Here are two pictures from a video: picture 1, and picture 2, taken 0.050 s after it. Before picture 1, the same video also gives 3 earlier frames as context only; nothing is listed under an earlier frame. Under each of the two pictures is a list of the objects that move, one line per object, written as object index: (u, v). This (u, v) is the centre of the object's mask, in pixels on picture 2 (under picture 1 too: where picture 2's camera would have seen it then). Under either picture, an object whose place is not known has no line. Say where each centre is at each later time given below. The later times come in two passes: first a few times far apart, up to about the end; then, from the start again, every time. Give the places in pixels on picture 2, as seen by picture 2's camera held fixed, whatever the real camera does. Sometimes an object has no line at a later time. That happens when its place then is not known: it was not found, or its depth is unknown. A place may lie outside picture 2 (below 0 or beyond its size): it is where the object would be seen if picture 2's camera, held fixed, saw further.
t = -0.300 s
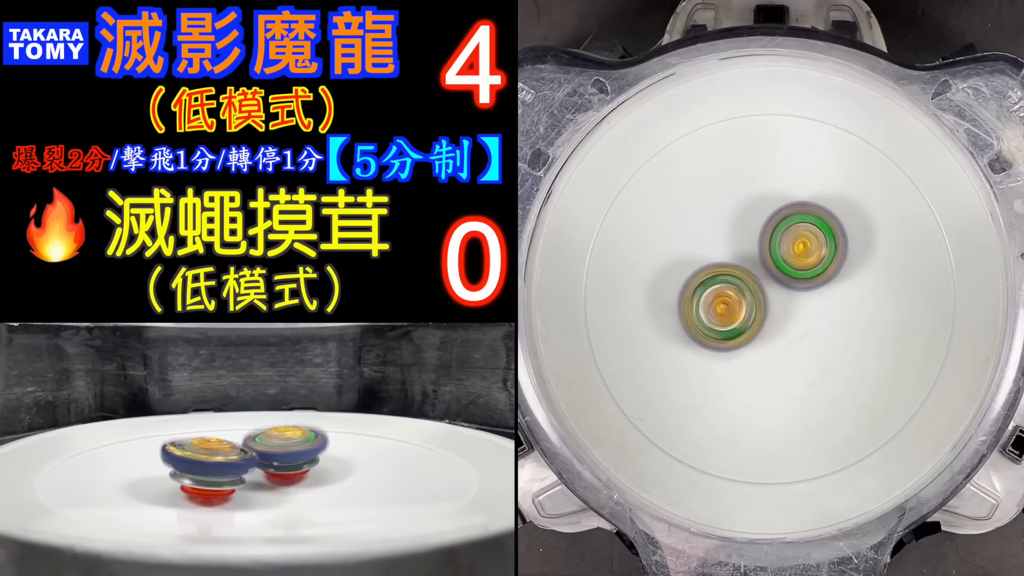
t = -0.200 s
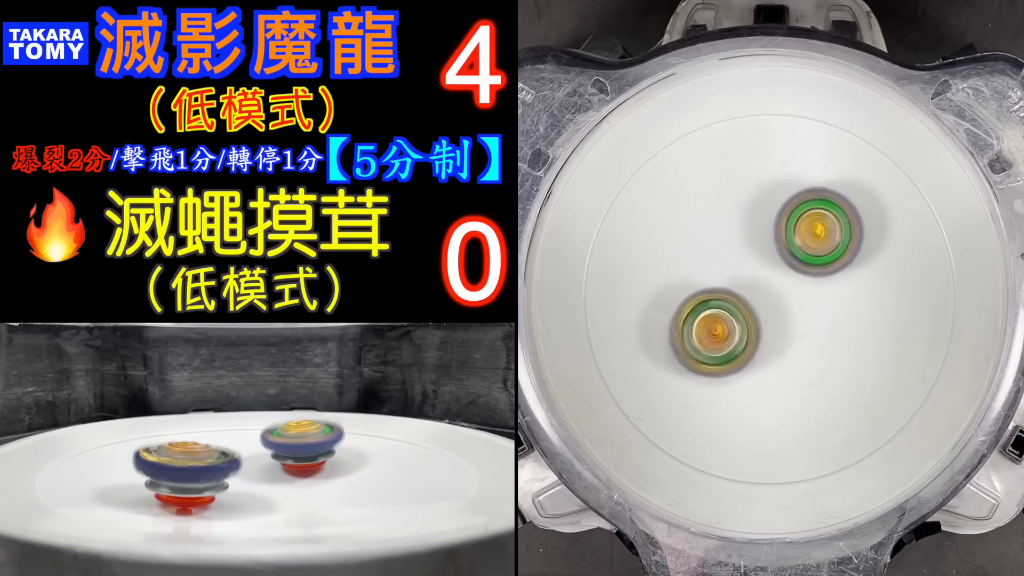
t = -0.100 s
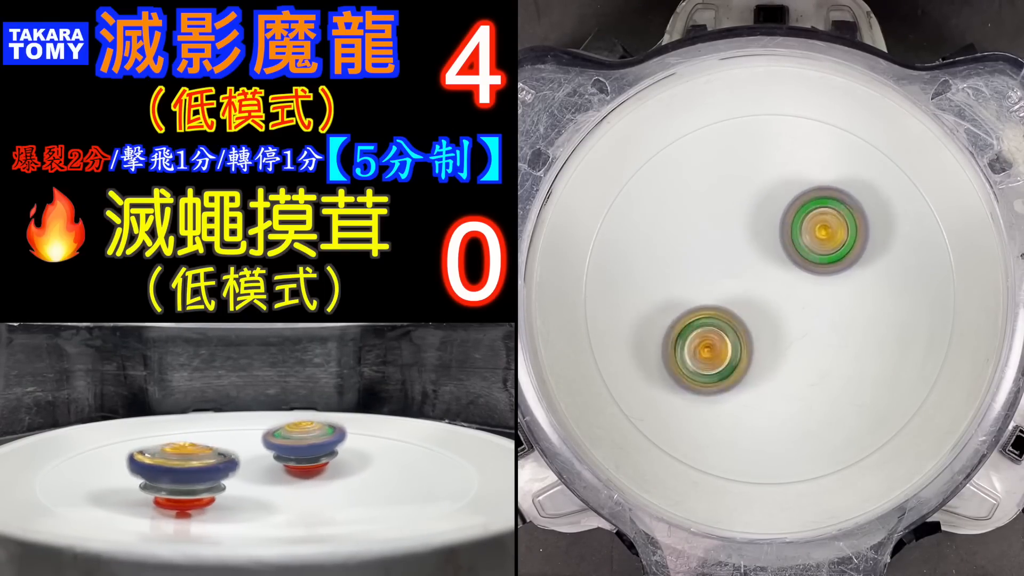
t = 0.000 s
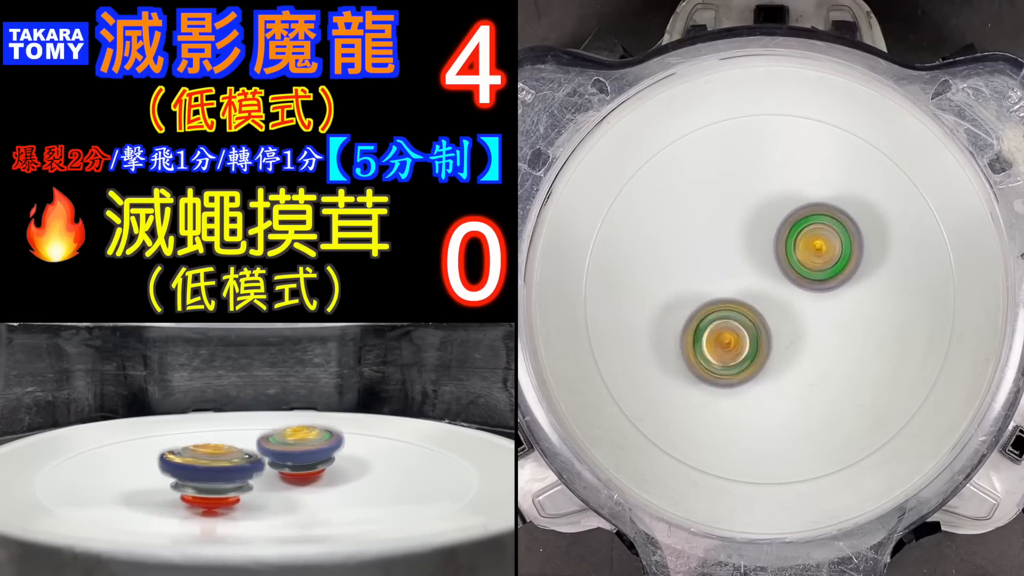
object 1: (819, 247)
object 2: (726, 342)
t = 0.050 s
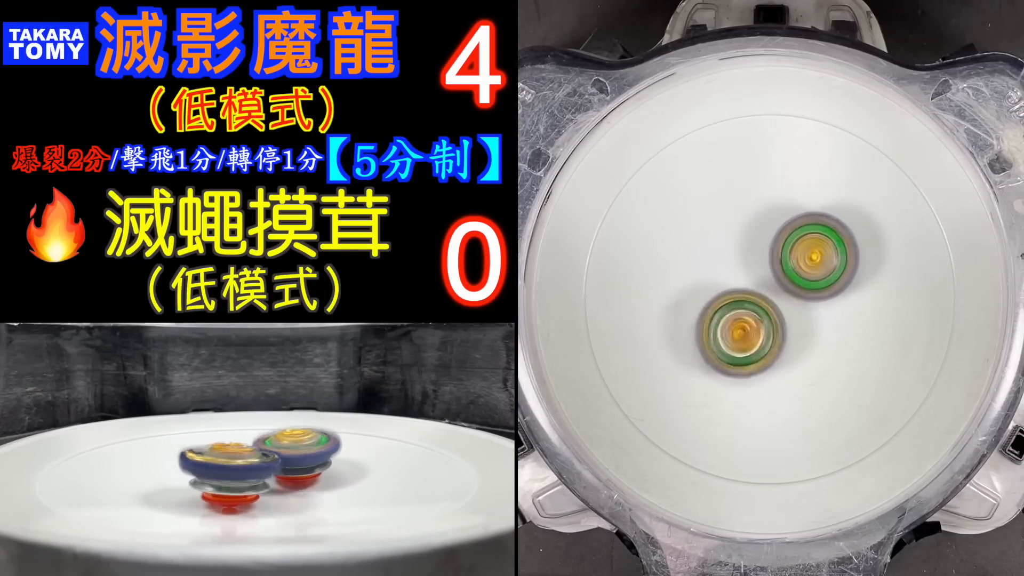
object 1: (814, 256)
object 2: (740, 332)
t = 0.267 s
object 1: (855, 218)
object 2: (709, 395)
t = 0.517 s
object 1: (834, 269)
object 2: (781, 345)
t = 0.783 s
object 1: (810, 257)
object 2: (725, 327)
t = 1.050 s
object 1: (765, 252)
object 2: (723, 334)
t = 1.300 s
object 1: (744, 232)
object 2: (760, 324)
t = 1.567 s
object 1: (734, 210)
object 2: (773, 304)
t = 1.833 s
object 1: (747, 207)
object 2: (788, 327)
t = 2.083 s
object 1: (739, 219)
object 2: (801, 354)
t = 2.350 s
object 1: (740, 250)
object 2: (833, 324)
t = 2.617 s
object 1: (712, 278)
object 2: (831, 305)
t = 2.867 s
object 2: (806, 319)
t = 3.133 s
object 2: (807, 309)
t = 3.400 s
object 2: (784, 259)
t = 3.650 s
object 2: (744, 335)
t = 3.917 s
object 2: (798, 354)
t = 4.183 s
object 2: (721, 299)
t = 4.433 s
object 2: (770, 258)
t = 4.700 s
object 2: (789, 262)
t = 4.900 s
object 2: (815, 281)
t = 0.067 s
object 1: (812, 259)
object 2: (745, 329)
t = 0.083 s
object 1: (812, 260)
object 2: (747, 329)
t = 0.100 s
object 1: (820, 251)
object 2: (741, 339)
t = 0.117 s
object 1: (828, 242)
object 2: (734, 348)
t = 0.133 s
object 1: (835, 235)
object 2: (727, 356)
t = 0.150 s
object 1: (840, 229)
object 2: (722, 364)
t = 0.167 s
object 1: (845, 224)
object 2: (718, 370)
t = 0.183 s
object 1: (849, 221)
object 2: (714, 376)
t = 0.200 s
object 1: (851, 218)
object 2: (711, 382)
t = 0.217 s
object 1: (853, 216)
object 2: (710, 386)
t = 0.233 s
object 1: (854, 216)
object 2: (709, 390)
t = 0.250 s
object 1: (855, 216)
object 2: (709, 393)
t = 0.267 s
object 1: (855, 218)
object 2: (709, 395)
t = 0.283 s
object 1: (855, 221)
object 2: (710, 397)
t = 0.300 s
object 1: (855, 224)
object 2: (713, 398)
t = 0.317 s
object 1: (855, 227)
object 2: (716, 399)
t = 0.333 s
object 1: (854, 231)
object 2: (720, 398)
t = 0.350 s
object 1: (853, 235)
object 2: (725, 397)
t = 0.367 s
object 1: (851, 239)
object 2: (730, 395)
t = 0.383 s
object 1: (850, 243)
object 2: (736, 392)
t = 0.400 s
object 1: (848, 247)
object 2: (742, 387)
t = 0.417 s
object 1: (846, 251)
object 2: (749, 382)
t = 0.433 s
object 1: (844, 255)
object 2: (755, 377)
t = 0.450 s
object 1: (842, 258)
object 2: (762, 371)
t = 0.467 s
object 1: (840, 262)
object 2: (769, 364)
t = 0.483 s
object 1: (837, 265)
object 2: (775, 357)
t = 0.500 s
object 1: (835, 269)
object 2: (780, 349)
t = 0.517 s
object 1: (834, 269)
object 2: (781, 345)
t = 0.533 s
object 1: (836, 264)
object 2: (779, 345)
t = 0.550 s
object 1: (836, 261)
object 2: (777, 346)
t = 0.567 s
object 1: (836, 259)
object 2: (774, 346)
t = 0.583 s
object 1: (835, 257)
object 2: (772, 346)
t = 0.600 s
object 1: (834, 256)
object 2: (769, 344)
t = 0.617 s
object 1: (832, 256)
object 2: (766, 343)
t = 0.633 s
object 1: (831, 255)
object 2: (762, 341)
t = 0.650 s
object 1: (829, 256)
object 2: (757, 340)
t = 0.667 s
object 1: (827, 256)
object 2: (753, 338)
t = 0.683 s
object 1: (825, 256)
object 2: (749, 336)
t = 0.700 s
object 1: (822, 256)
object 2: (745, 335)
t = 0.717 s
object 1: (820, 256)
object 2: (741, 333)
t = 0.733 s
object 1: (818, 257)
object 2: (737, 331)
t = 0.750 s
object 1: (815, 257)
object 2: (733, 329)
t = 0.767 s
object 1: (813, 257)
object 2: (728, 328)
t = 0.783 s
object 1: (810, 257)
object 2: (725, 327)
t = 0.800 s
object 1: (807, 257)
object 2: (721, 326)
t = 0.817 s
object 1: (804, 257)
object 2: (719, 326)
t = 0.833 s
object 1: (802, 257)
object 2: (717, 325)
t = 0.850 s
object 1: (799, 257)
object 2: (714, 324)
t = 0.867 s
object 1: (796, 257)
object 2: (712, 324)
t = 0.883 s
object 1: (793, 257)
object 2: (711, 324)
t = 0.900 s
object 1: (790, 257)
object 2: (709, 325)
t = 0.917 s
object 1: (787, 257)
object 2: (709, 326)
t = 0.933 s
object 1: (785, 256)
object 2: (710, 326)
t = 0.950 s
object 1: (781, 256)
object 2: (710, 327)
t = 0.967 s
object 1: (779, 255)
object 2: (711, 328)
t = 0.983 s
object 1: (776, 255)
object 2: (712, 329)
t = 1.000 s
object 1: (773, 254)
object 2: (714, 331)
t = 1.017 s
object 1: (770, 254)
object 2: (716, 332)
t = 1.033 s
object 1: (767, 254)
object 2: (720, 333)
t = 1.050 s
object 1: (765, 252)
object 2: (723, 334)
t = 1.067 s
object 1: (763, 250)
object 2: (725, 337)
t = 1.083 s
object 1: (762, 248)
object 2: (727, 339)
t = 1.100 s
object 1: (760, 247)
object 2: (729, 342)
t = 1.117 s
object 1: (758, 245)
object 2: (732, 345)
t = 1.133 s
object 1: (757, 244)
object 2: (734, 347)
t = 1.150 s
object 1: (755, 242)
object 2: (736, 347)
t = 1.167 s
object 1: (753, 240)
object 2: (738, 348)
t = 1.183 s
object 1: (752, 239)
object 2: (740, 347)
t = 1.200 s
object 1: (751, 238)
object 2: (743, 346)
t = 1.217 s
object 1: (750, 237)
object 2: (746, 344)
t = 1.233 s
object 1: (749, 237)
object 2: (750, 340)
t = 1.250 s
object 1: (748, 236)
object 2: (753, 336)
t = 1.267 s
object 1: (746, 235)
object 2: (755, 331)
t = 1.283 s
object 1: (745, 235)
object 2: (757, 327)
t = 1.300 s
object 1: (744, 232)
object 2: (760, 324)
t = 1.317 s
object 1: (743, 229)
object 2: (764, 324)
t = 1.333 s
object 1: (742, 226)
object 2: (768, 323)
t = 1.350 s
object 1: (741, 224)
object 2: (771, 320)
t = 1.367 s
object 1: (740, 222)
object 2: (773, 319)
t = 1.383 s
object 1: (739, 221)
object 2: (775, 317)
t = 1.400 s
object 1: (739, 220)
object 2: (776, 315)
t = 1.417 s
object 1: (738, 219)
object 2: (777, 312)
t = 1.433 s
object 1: (738, 218)
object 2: (778, 309)
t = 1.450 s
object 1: (738, 218)
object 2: (778, 306)
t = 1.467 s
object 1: (738, 218)
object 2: (776, 303)
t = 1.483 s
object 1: (737, 217)
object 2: (775, 302)
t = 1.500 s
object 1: (735, 214)
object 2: (776, 303)
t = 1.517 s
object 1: (734, 212)
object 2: (777, 304)
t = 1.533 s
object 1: (734, 211)
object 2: (776, 304)
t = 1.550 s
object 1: (734, 211)
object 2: (775, 303)
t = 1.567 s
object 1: (734, 210)
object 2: (773, 304)
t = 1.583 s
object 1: (734, 210)
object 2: (772, 304)
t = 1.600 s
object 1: (735, 210)
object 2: (772, 303)
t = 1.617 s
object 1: (736, 210)
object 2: (770, 301)
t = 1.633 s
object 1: (737, 210)
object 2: (769, 300)
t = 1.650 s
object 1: (738, 211)
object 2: (767, 299)
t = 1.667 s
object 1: (738, 208)
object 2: (768, 302)
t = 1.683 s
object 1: (737, 205)
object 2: (770, 305)
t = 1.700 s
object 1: (737, 203)
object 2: (771, 308)
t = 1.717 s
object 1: (738, 201)
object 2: (773, 310)
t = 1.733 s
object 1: (739, 201)
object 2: (775, 313)
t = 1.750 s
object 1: (741, 202)
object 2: (778, 316)
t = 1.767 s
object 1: (742, 203)
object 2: (780, 319)
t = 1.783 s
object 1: (743, 203)
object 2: (783, 322)
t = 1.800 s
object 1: (744, 204)
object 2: (785, 323)
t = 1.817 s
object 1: (746, 205)
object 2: (786, 325)
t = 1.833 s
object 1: (747, 207)
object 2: (788, 327)
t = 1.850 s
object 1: (749, 210)
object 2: (789, 327)
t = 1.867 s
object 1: (750, 213)
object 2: (789, 327)
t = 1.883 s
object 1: (750, 216)
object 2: (789, 326)
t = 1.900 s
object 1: (751, 219)
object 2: (788, 326)
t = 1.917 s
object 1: (753, 222)
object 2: (787, 325)
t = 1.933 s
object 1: (754, 226)
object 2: (786, 323)
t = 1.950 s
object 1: (755, 230)
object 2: (785, 320)
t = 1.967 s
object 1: (754, 233)
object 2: (784, 319)
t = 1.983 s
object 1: (750, 227)
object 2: (786, 326)
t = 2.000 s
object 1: (747, 223)
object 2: (788, 332)
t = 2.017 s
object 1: (745, 221)
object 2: (791, 338)
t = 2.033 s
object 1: (743, 220)
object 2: (793, 343)
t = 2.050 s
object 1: (741, 219)
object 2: (796, 347)
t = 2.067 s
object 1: (740, 219)
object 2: (798, 351)
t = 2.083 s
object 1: (739, 219)
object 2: (801, 354)
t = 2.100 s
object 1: (739, 220)
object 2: (804, 357)
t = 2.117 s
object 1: (738, 221)
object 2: (807, 359)
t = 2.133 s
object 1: (738, 222)
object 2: (810, 360)
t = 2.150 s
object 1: (737, 224)
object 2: (814, 360)
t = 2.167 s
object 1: (737, 225)
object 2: (817, 360)
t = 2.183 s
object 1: (738, 227)
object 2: (820, 359)
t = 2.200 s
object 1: (738, 229)
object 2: (824, 357)
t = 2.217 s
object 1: (738, 232)
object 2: (826, 354)
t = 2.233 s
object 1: (738, 234)
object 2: (828, 351)
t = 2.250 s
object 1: (738, 236)
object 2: (830, 348)
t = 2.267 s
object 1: (738, 238)
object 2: (832, 344)
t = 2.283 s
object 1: (739, 240)
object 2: (832, 340)
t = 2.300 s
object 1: (739, 243)
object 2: (833, 336)
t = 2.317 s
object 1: (739, 246)
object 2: (833, 332)
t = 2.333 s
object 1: (739, 248)
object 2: (833, 328)
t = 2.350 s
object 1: (740, 250)
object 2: (833, 324)
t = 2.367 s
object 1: (740, 253)
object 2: (832, 320)
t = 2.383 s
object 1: (740, 255)
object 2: (831, 316)
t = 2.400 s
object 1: (740, 258)
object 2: (830, 313)
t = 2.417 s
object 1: (741, 260)
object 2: (828, 310)
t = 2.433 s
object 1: (741, 262)
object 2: (825, 308)
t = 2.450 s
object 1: (741, 265)
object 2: (822, 305)
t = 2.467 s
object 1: (739, 267)
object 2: (821, 305)
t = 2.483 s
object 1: (735, 268)
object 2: (821, 304)
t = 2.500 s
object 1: (733, 269)
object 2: (820, 303)
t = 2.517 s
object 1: (732, 271)
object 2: (818, 302)
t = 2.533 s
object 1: (730, 273)
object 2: (817, 302)
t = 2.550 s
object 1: (725, 274)
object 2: (820, 303)
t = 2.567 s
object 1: (720, 275)
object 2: (824, 304)
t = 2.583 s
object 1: (717, 276)
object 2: (827, 304)
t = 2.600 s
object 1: (715, 277)
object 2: (829, 304)
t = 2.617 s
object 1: (712, 278)
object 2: (831, 305)
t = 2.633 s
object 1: (711, 279)
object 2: (832, 306)
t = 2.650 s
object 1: (710, 280)
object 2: (833, 307)
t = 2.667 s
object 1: (709, 281)
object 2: (833, 307)
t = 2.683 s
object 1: (709, 283)
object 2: (832, 309)
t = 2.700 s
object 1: (709, 285)
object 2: (831, 310)
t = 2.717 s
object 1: (709, 286)
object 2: (830, 311)
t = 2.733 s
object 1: (709, 287)
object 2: (828, 312)
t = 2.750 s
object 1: (710, 288)
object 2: (825, 313)
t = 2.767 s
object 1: (711, 290)
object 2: (823, 314)
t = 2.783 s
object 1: (711, 292)
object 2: (820, 315)
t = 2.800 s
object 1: (712, 293)
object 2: (816, 316)
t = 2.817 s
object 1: (713, 294)
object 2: (811, 316)
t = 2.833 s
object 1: (714, 296)
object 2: (807, 317)
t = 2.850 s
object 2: (803, 317)
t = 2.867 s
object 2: (806, 319)
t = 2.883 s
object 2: (810, 321)
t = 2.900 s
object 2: (814, 322)
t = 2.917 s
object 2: (817, 323)
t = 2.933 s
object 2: (819, 323)
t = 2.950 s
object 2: (820, 324)
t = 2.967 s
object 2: (821, 324)
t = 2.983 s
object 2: (821, 323)
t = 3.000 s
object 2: (821, 322)
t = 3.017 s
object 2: (820, 322)
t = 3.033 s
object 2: (819, 321)
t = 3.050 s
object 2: (818, 319)
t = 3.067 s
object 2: (816, 317)
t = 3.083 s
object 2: (814, 316)
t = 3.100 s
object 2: (812, 314)
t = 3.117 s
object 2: (810, 311)
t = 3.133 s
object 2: (807, 309)
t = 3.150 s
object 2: (804, 307)
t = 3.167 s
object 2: (793, 298)
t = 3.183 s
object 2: (789, 287)
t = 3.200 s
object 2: (794, 277)
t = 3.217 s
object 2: (798, 272)
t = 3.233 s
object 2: (798, 271)
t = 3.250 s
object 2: (796, 273)
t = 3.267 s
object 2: (798, 272)
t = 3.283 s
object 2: (801, 270)
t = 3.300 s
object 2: (801, 271)
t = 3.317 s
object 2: (799, 274)
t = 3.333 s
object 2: (802, 271)
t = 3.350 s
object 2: (800, 272)
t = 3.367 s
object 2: (797, 268)
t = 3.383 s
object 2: (797, 261)
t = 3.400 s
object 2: (784, 259)
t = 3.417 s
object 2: (766, 270)
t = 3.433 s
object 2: (753, 267)
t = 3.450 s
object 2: (750, 270)
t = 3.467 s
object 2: (741, 262)
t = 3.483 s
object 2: (746, 270)
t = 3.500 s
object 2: (746, 277)
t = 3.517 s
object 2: (750, 287)
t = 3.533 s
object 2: (737, 290)
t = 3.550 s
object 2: (740, 293)
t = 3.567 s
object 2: (737, 302)
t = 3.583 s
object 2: (736, 308)
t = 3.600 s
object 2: (733, 318)
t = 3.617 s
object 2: (723, 328)
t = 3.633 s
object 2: (735, 322)
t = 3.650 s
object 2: (744, 335)
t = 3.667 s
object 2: (738, 373)
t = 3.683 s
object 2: (748, 362)
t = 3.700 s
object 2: (771, 322)
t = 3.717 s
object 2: (792, 324)
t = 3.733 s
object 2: (789, 330)
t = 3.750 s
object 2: (774, 330)
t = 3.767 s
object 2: (776, 364)
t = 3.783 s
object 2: (775, 358)
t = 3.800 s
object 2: (774, 338)
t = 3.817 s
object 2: (835, 384)
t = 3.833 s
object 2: (807, 323)
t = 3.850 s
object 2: (775, 354)
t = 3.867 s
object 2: (804, 356)
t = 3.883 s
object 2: (842, 351)
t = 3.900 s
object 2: (800, 312)
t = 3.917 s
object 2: (798, 354)
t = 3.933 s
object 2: (783, 341)
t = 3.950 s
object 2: (764, 339)
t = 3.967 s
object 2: (749, 338)
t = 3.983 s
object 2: (732, 327)
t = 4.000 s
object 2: (712, 314)
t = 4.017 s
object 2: (715, 301)
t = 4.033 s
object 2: (706, 301)
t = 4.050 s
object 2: (712, 307)
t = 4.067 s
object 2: (718, 304)
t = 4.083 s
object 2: (681, 297)
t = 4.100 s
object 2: (700, 303)
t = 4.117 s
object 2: (715, 310)
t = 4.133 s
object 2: (725, 308)
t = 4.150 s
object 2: (710, 315)
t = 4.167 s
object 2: (726, 307)
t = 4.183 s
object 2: (721, 299)
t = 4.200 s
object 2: (720, 288)
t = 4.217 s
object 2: (713, 291)
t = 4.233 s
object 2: (732, 293)
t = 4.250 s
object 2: (733, 289)
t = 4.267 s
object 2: (736, 283)
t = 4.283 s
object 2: (744, 279)
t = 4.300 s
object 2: (746, 271)
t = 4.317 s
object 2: (750, 265)
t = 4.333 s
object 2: (748, 253)
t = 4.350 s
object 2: (751, 259)
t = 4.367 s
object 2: (757, 258)
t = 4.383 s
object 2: (758, 264)
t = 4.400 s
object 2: (763, 257)
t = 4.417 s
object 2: (769, 251)
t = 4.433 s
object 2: (770, 258)
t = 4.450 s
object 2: (775, 246)
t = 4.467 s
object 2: (776, 251)
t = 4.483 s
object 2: (768, 260)
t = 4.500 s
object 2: (772, 256)
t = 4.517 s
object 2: (774, 253)
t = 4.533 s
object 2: (782, 245)
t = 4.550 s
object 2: (784, 251)
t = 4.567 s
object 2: (784, 264)
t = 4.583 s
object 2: (791, 260)
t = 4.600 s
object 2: (793, 260)
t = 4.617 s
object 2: (787, 260)
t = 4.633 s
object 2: (791, 263)
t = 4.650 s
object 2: (786, 263)
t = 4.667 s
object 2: (787, 261)
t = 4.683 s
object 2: (787, 261)
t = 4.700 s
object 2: (789, 262)
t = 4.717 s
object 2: (790, 262)
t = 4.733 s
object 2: (794, 263)
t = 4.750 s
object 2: (803, 258)
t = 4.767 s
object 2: (815, 254)
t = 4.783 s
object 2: (815, 259)
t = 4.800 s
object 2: (816, 266)
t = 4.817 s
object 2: (812, 273)
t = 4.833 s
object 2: (806, 284)
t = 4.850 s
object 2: (818, 286)
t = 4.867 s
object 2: (824, 289)
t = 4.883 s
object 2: (816, 287)
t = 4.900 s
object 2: (815, 281)
